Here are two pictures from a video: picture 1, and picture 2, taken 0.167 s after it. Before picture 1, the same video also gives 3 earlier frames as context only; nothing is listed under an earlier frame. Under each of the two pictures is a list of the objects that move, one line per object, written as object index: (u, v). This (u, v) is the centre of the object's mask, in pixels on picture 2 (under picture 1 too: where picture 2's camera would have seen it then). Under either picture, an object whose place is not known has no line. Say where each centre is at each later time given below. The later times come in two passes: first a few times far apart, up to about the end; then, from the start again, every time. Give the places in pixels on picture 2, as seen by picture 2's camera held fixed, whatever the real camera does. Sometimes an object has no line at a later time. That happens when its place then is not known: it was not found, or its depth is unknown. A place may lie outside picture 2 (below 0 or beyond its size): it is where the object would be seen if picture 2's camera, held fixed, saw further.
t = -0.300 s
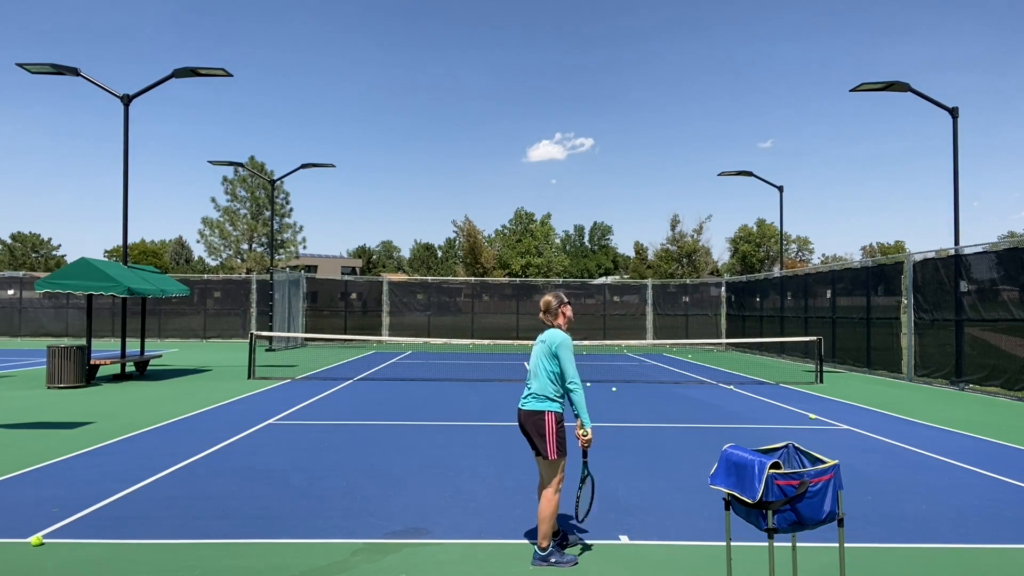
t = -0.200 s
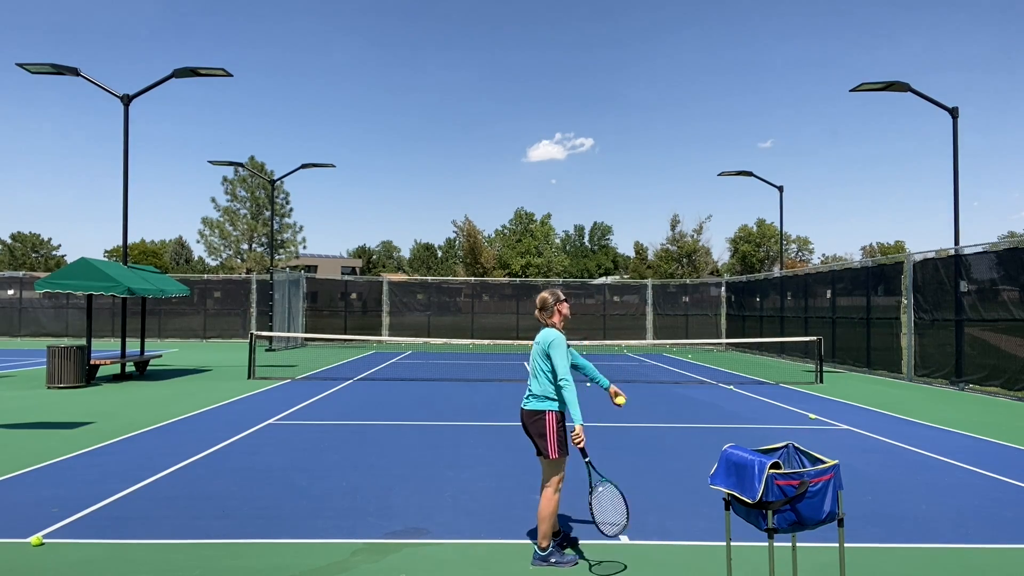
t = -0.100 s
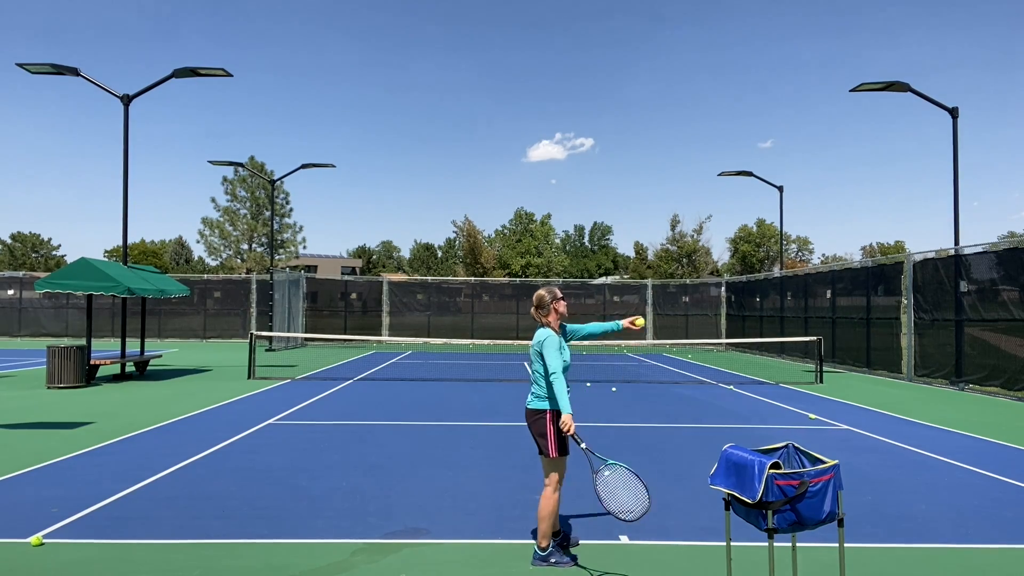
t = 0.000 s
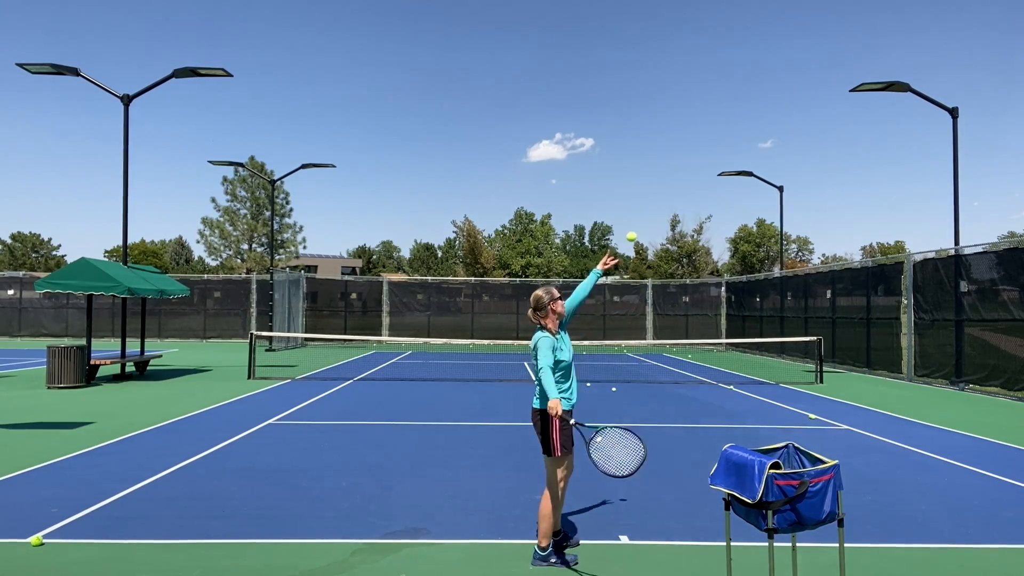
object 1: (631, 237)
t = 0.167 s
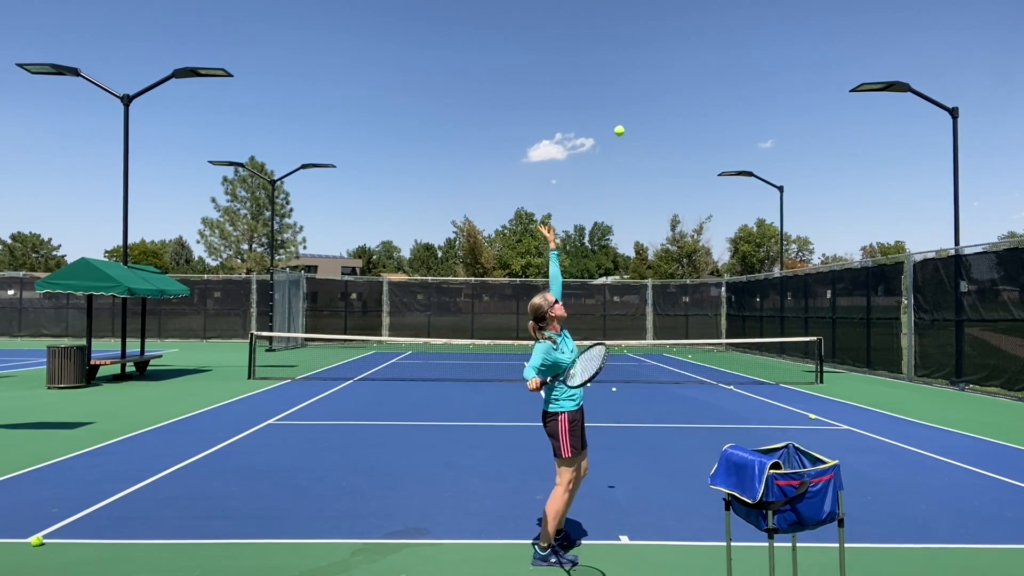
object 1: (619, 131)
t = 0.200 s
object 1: (617, 115)
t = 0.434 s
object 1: (601, 48)
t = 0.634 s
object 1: (589, 52)
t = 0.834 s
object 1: (577, 111)
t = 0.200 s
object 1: (617, 115)
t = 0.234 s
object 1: (614, 100)
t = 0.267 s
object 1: (612, 87)
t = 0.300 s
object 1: (610, 76)
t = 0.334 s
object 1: (608, 66)
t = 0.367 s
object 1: (606, 59)
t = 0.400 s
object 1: (603, 52)
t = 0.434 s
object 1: (601, 48)
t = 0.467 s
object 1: (599, 45)
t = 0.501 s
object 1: (597, 43)
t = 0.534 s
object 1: (595, 43)
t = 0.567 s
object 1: (593, 45)
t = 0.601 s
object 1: (591, 47)
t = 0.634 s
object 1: (589, 52)
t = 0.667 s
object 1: (587, 58)
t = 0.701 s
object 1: (585, 66)
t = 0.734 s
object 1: (583, 75)
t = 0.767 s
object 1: (581, 86)
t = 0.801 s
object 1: (579, 98)
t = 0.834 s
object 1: (577, 111)
